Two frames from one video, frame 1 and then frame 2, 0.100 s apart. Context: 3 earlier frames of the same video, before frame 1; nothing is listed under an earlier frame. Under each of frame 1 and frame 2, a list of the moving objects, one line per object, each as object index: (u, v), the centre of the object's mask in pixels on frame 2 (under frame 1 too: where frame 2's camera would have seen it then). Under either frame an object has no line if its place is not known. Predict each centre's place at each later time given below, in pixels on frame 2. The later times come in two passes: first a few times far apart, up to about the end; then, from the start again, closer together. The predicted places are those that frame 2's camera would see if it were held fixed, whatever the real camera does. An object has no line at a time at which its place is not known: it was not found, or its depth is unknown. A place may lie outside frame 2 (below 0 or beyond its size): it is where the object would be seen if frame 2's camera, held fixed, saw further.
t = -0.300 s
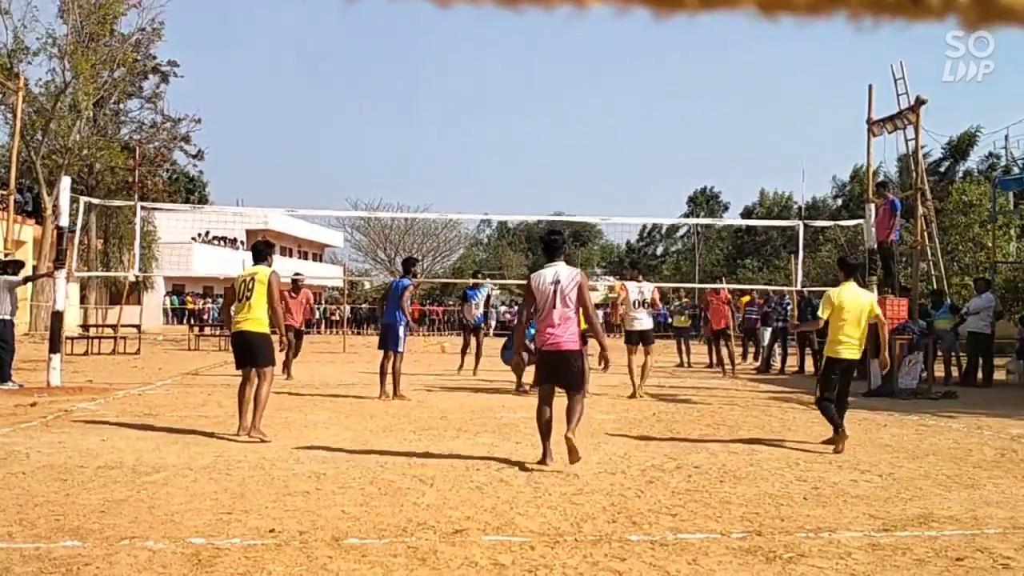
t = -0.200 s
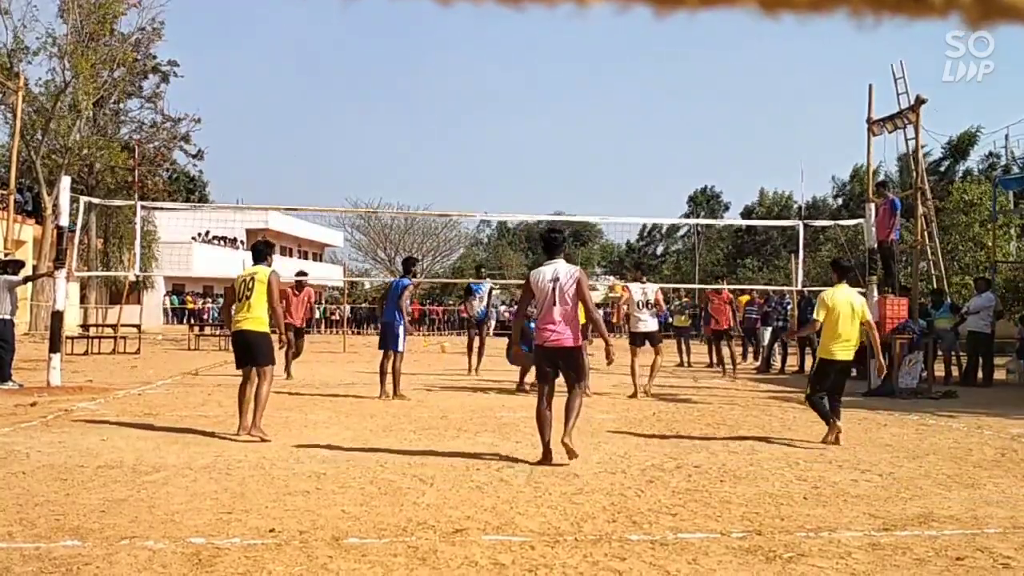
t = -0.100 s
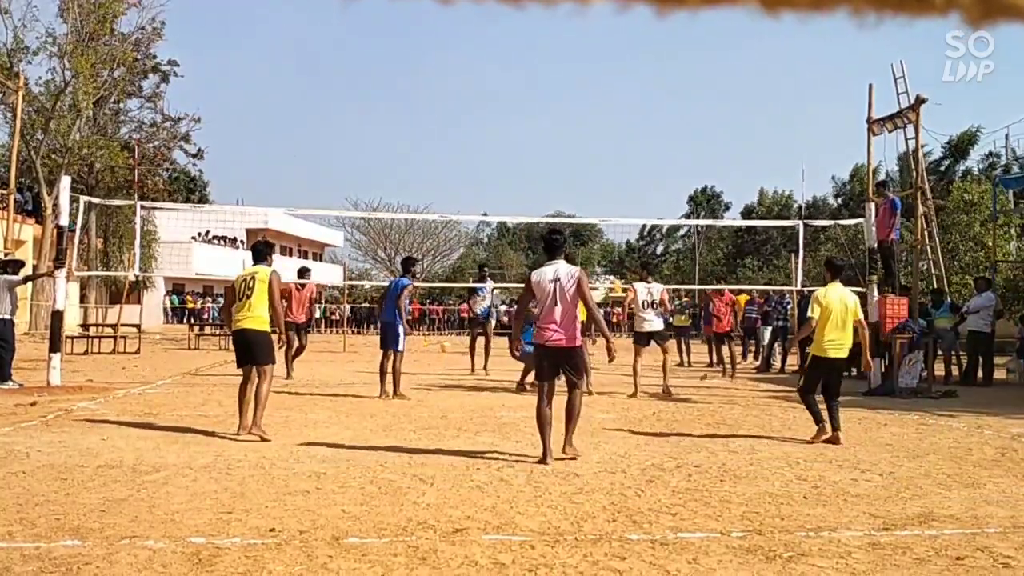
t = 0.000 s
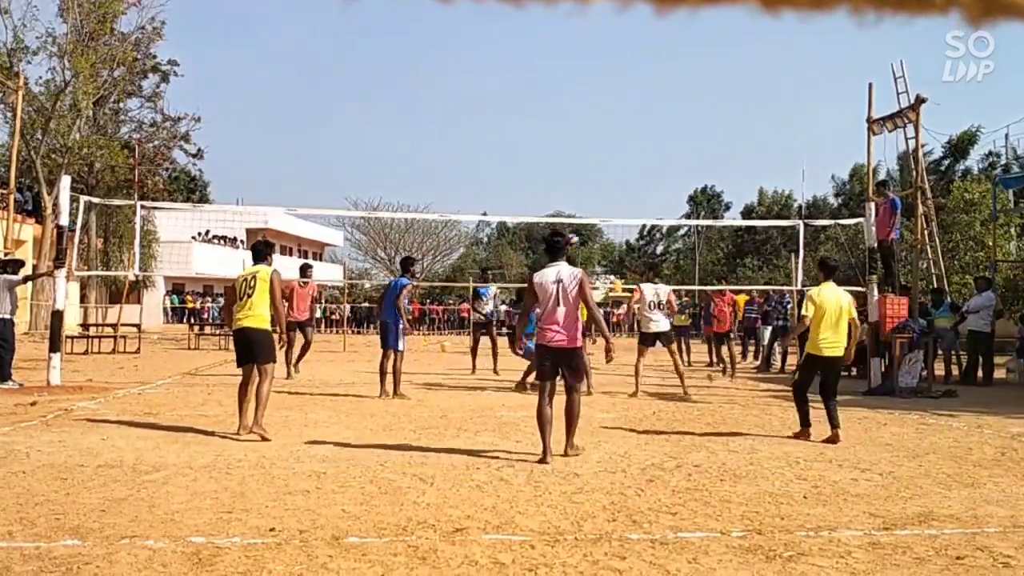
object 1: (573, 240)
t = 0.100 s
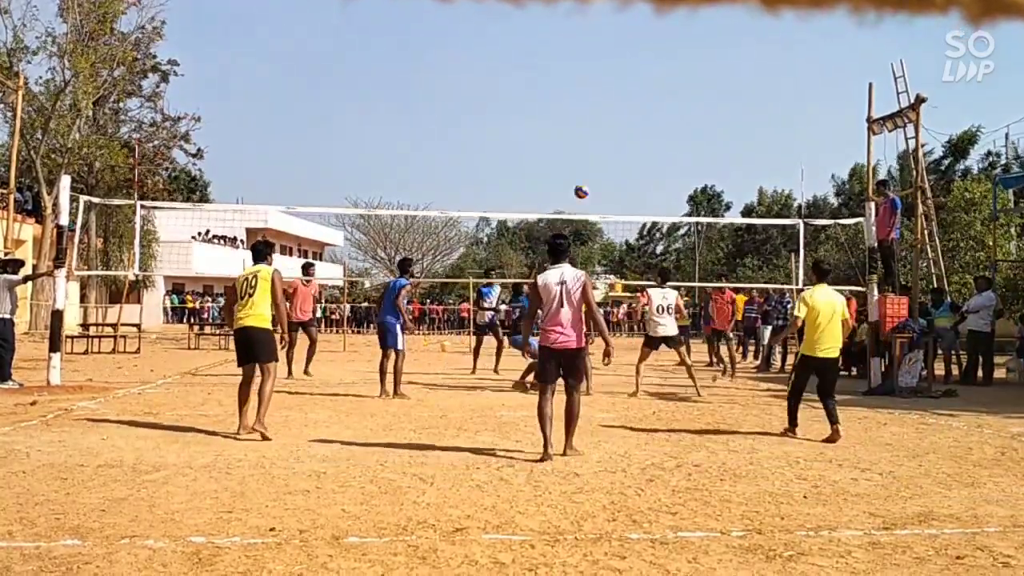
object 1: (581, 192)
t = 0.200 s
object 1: (590, 150)
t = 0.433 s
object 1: (614, 83)
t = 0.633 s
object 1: (633, 55)
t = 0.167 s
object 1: (587, 163)
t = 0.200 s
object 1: (590, 150)
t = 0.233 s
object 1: (594, 137)
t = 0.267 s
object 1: (597, 126)
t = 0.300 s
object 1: (601, 116)
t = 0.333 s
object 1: (604, 107)
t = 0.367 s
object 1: (607, 98)
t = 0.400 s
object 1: (610, 90)
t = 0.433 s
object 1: (614, 83)
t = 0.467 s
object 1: (617, 76)
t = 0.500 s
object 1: (620, 71)
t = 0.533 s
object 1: (623, 66)
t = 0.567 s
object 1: (627, 62)
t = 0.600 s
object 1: (630, 58)
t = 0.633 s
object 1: (633, 55)
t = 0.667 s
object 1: (637, 53)
